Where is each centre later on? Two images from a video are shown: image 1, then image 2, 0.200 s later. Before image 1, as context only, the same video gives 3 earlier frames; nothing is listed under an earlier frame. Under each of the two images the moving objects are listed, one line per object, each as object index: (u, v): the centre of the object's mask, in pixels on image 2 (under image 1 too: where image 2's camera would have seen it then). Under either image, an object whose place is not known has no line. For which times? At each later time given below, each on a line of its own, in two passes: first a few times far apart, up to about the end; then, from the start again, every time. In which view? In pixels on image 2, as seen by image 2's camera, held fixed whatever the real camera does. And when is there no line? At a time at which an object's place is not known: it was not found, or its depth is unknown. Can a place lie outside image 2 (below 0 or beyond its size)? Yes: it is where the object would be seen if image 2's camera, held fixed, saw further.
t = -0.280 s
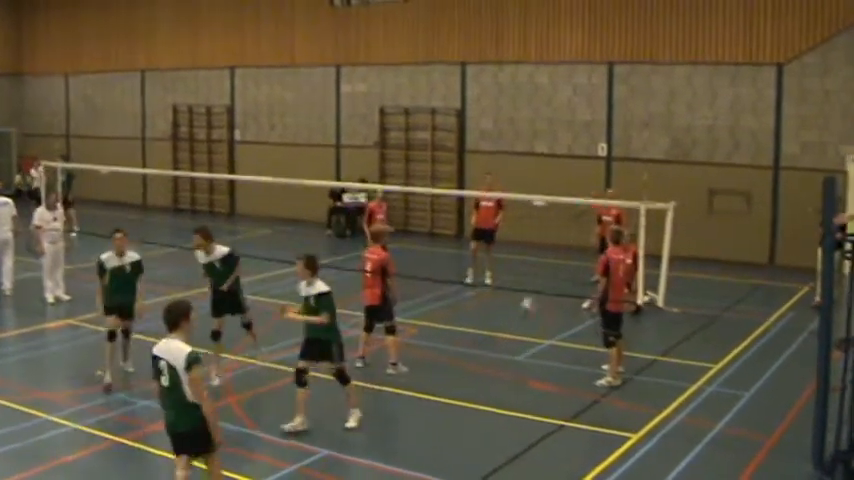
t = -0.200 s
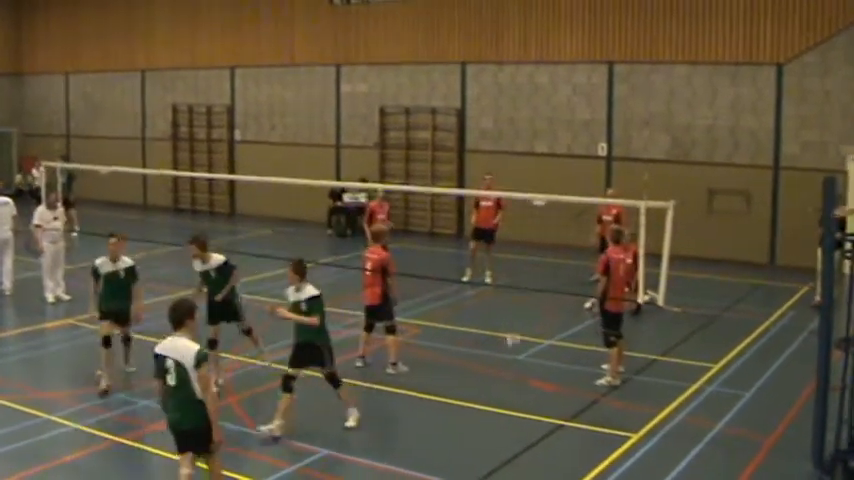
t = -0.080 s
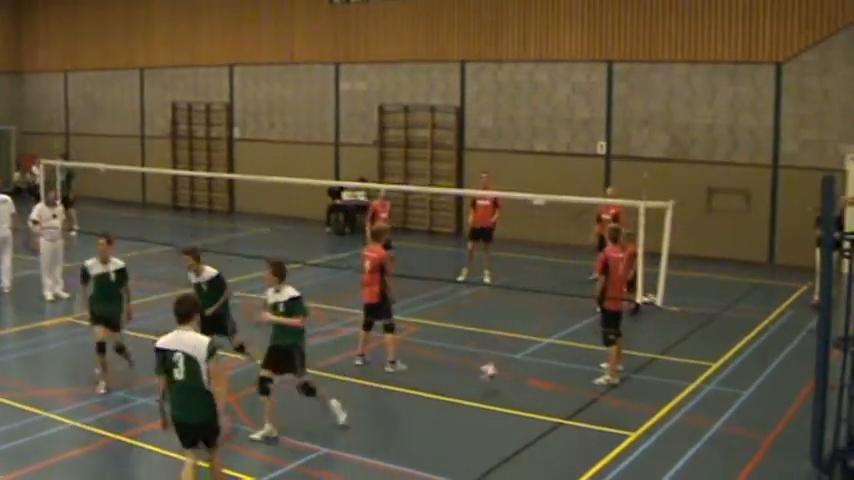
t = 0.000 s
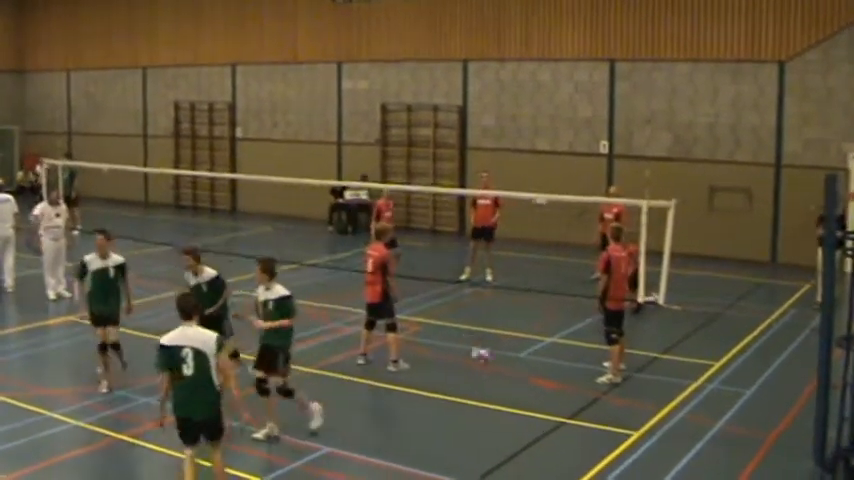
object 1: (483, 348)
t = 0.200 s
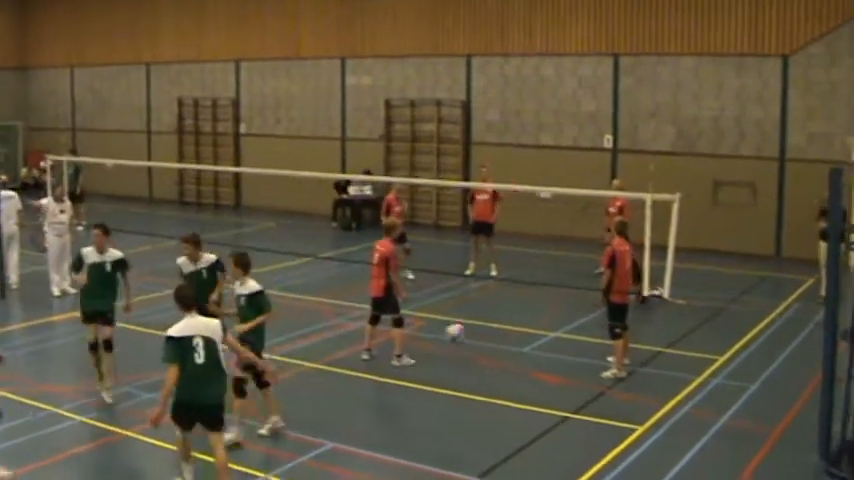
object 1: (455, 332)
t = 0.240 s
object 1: (449, 332)
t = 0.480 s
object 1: (410, 371)
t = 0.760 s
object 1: (360, 440)
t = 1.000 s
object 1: (303, 429)
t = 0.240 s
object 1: (449, 332)
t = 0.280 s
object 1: (443, 334)
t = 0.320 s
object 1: (436, 337)
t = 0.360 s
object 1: (430, 344)
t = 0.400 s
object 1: (423, 352)
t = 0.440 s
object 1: (418, 359)
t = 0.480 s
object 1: (410, 371)
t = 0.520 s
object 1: (404, 383)
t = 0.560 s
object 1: (397, 398)
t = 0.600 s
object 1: (391, 413)
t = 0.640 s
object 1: (383, 433)
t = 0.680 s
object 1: (376, 454)
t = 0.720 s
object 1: (368, 446)
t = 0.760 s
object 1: (360, 440)
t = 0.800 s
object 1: (351, 432)
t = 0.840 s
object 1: (342, 428)
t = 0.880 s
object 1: (332, 427)
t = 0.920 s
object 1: (323, 425)
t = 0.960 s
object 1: (313, 427)
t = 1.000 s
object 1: (303, 429)
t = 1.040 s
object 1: (295, 435)
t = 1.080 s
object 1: (284, 441)
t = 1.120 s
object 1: (278, 451)
